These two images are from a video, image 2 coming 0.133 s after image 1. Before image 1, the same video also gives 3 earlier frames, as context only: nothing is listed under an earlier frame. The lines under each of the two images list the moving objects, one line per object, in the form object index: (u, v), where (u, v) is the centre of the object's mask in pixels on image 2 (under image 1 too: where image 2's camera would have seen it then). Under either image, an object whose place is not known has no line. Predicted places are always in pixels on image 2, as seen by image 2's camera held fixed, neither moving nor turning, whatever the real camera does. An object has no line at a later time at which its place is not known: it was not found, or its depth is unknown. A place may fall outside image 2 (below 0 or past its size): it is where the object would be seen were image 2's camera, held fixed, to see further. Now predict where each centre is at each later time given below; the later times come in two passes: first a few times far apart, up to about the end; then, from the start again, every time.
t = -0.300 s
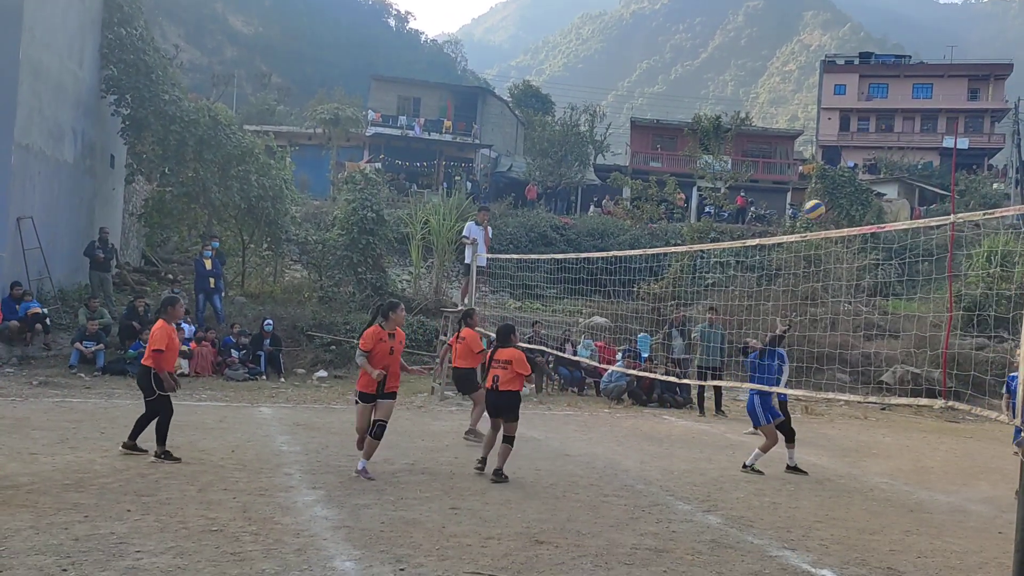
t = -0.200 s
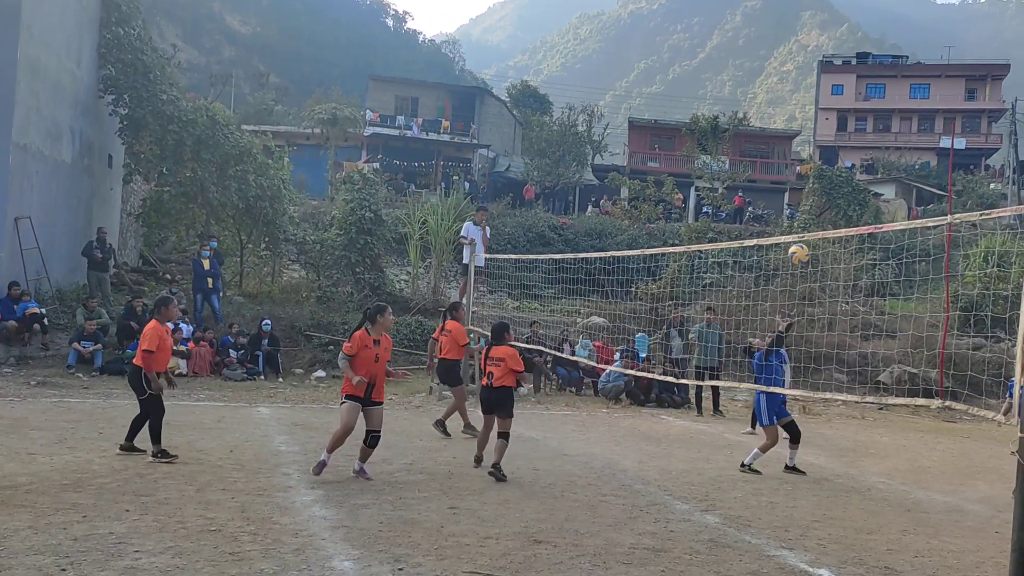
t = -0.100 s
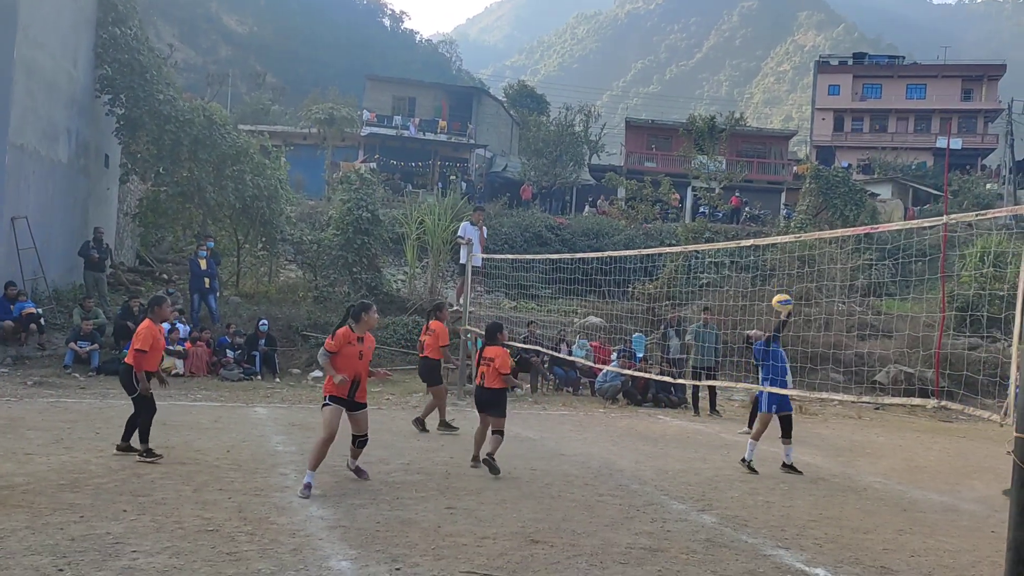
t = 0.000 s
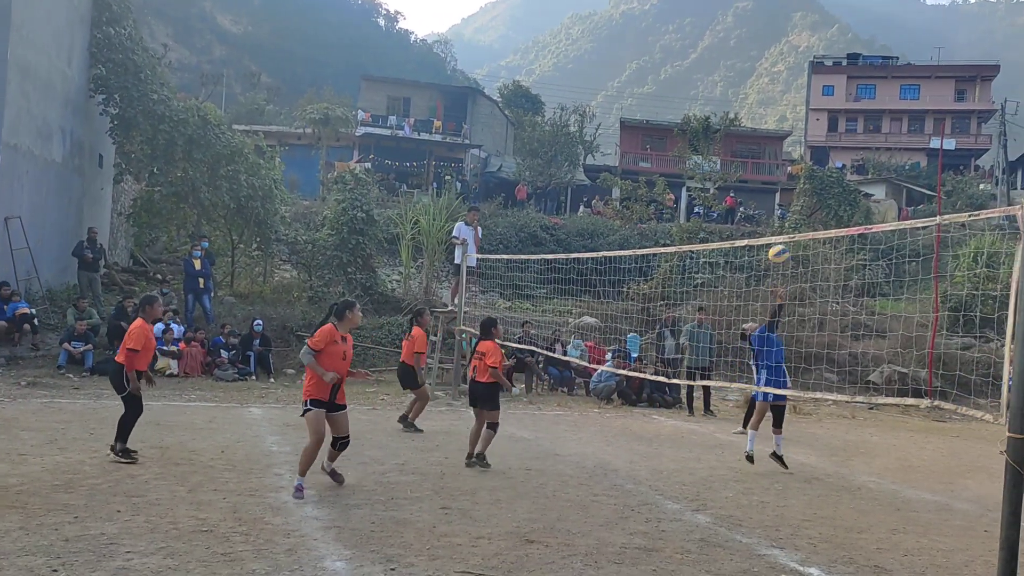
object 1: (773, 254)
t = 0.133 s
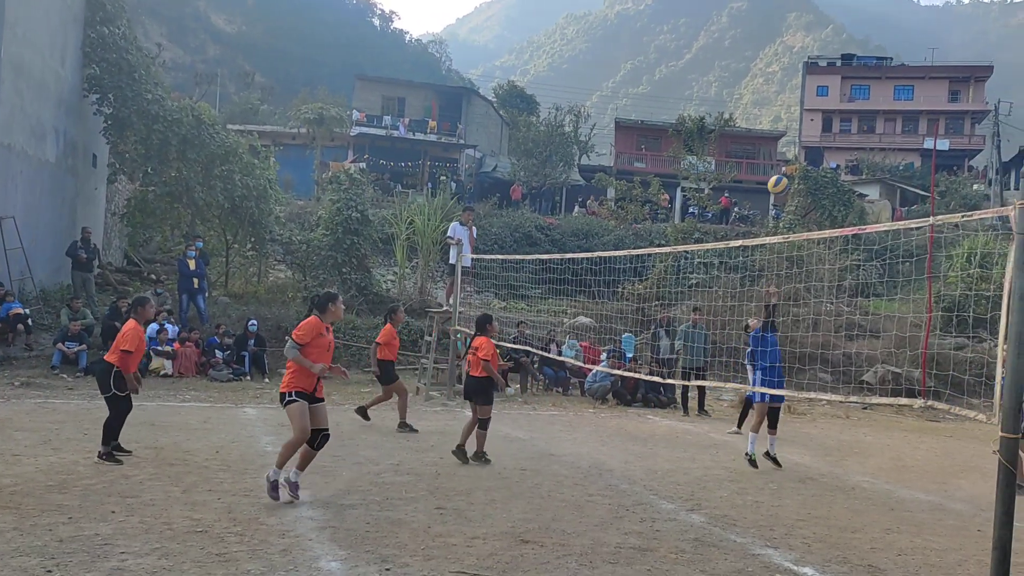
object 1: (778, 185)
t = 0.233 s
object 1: (781, 142)
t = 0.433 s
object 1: (787, 83)
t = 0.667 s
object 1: (789, 62)
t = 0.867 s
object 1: (789, 87)
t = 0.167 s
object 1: (780, 170)
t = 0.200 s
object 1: (781, 156)
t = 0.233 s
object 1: (781, 142)
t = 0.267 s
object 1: (782, 130)
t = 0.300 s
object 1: (783, 118)
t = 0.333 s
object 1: (784, 108)
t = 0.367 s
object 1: (785, 99)
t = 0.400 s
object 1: (786, 91)
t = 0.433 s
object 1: (787, 83)
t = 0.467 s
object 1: (788, 77)
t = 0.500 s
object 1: (788, 72)
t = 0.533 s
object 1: (788, 68)
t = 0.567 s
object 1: (789, 65)
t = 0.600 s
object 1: (789, 62)
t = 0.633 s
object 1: (789, 62)
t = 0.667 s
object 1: (789, 62)
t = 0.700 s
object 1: (789, 63)
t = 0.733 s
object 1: (790, 66)
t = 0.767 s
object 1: (790, 69)
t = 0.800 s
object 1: (789, 74)
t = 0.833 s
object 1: (789, 80)
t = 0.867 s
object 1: (789, 87)
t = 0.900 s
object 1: (789, 96)
